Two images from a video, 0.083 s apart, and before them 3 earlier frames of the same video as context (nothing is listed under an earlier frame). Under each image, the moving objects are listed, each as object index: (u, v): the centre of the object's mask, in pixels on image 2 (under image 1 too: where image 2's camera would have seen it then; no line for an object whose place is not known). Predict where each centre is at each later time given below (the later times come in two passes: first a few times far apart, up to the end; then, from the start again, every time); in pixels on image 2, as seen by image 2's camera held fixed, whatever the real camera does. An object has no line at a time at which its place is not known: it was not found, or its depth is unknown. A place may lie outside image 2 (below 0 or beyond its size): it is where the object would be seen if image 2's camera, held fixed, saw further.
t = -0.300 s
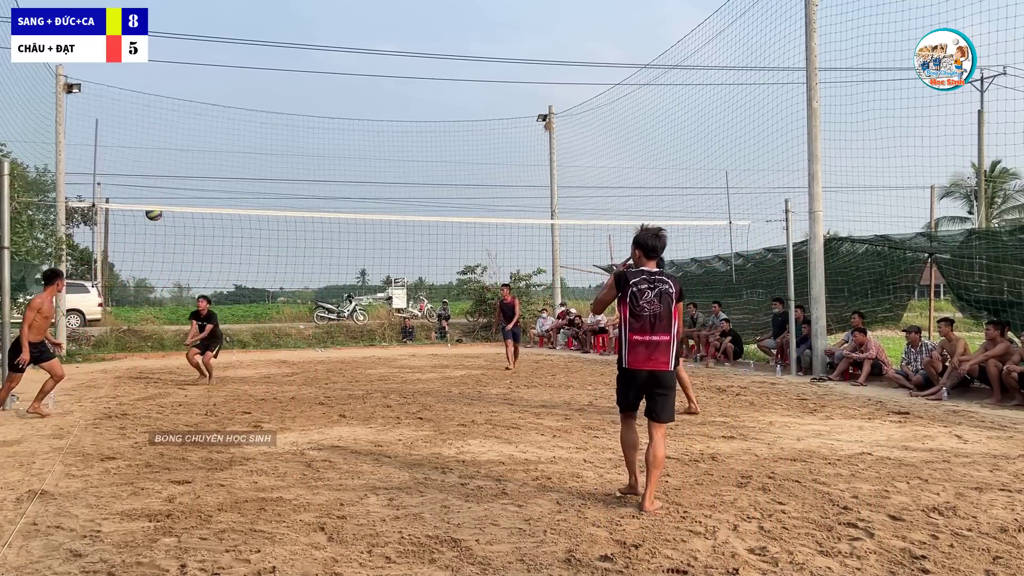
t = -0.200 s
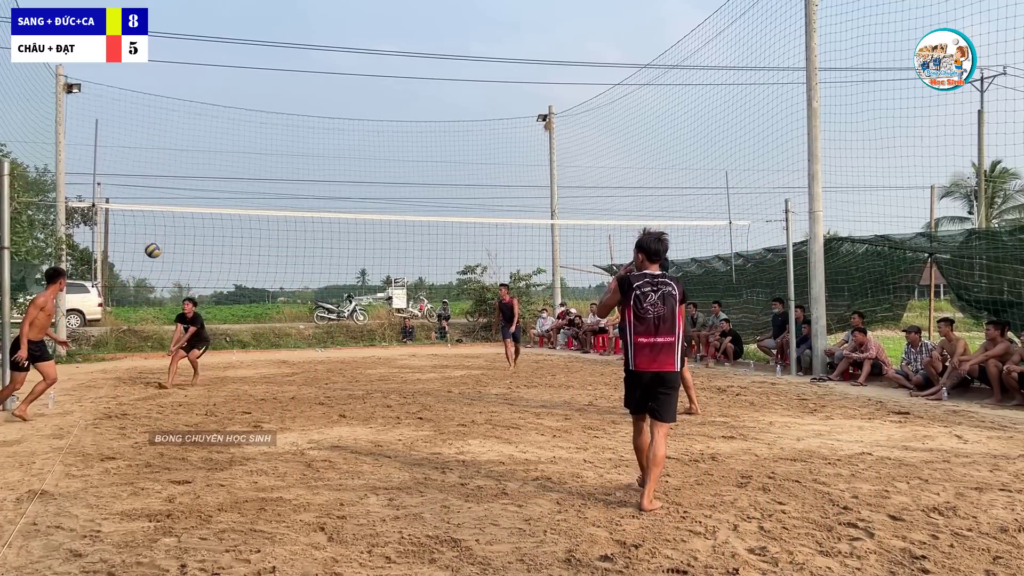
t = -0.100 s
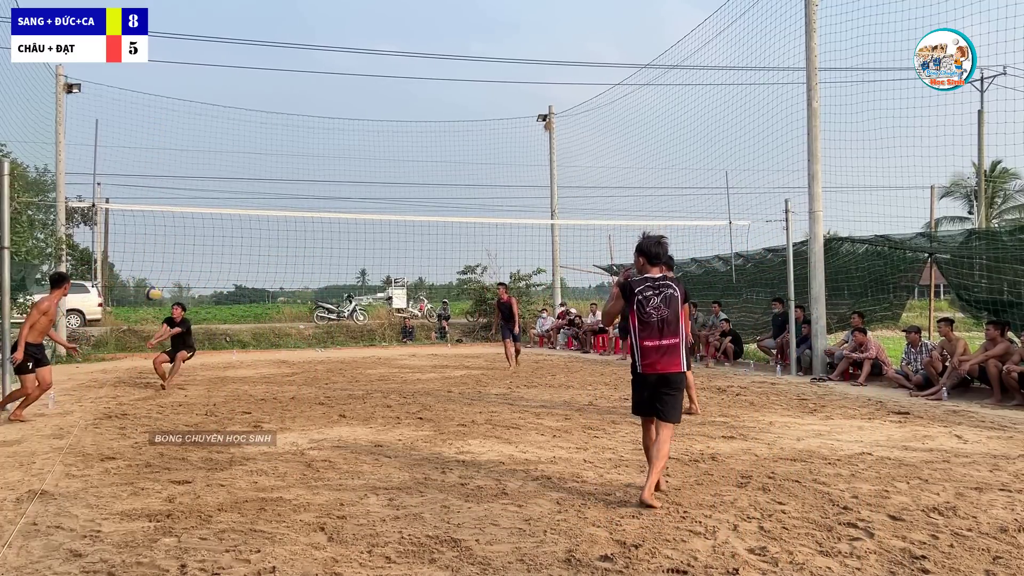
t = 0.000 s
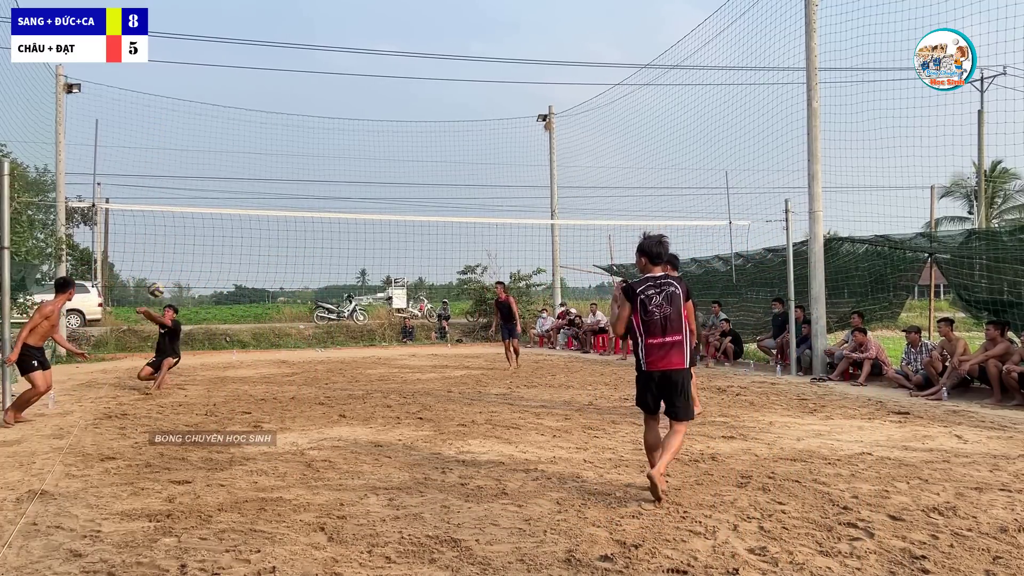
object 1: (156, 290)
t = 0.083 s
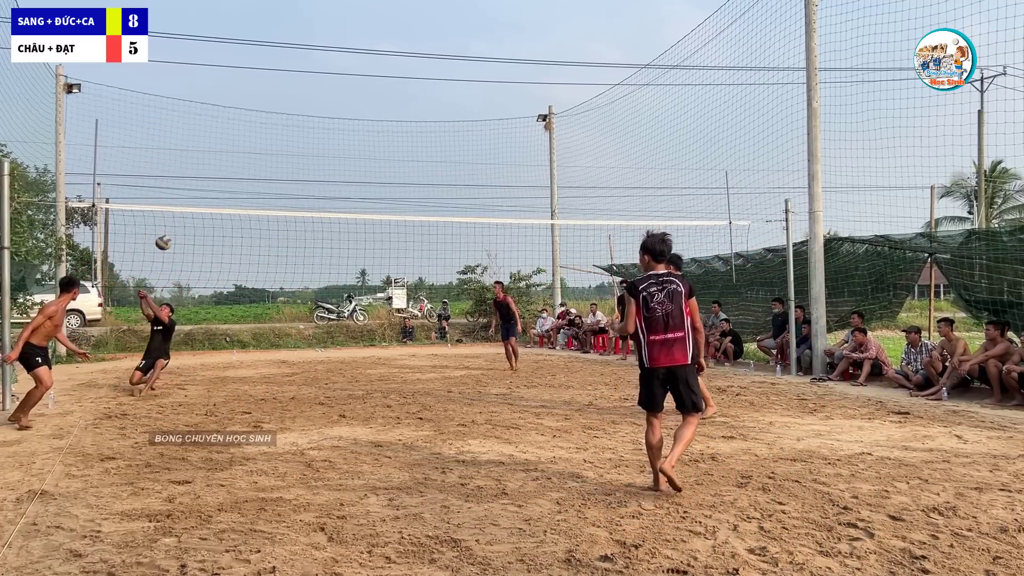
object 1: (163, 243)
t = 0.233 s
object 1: (177, 171)
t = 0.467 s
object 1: (197, 93)
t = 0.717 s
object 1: (218, 55)
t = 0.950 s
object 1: (237, 60)
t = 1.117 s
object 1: (250, 87)
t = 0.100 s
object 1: (165, 234)
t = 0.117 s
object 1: (166, 225)
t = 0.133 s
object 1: (168, 217)
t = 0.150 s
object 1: (169, 208)
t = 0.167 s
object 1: (171, 200)
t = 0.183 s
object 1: (172, 193)
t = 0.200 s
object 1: (174, 186)
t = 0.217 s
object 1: (175, 178)
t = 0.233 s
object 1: (177, 171)
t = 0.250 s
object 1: (178, 164)
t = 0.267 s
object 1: (180, 157)
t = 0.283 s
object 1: (181, 151)
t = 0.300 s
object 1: (182, 145)
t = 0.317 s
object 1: (184, 139)
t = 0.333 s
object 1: (185, 132)
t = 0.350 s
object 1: (187, 127)
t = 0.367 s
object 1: (188, 121)
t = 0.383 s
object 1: (189, 117)
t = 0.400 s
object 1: (191, 111)
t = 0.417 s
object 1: (192, 106)
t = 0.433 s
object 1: (194, 102)
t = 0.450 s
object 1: (196, 98)
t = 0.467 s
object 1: (197, 93)
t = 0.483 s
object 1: (198, 89)
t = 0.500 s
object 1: (200, 85)
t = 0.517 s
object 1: (201, 82)
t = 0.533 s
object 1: (202, 78)
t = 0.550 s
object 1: (204, 76)
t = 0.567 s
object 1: (205, 73)
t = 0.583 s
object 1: (206, 70)
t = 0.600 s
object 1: (207, 67)
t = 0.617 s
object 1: (209, 65)
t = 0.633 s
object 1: (211, 63)
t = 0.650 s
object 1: (212, 61)
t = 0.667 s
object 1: (213, 59)
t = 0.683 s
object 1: (215, 57)
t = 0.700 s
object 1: (216, 56)
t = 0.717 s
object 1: (218, 55)
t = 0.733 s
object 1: (219, 54)
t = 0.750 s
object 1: (220, 53)
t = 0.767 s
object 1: (221, 53)
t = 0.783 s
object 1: (223, 52)
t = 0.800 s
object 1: (224, 52)
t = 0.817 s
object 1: (226, 52)
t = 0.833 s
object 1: (227, 53)
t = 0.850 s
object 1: (228, 53)
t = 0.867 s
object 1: (230, 53)
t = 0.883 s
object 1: (231, 54)
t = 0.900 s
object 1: (233, 55)
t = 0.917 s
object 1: (234, 57)
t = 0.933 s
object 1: (235, 58)
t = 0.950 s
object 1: (237, 60)
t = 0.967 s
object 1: (238, 62)
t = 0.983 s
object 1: (239, 64)
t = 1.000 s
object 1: (241, 66)
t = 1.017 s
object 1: (242, 69)
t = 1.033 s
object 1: (243, 71)
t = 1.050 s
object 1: (245, 74)
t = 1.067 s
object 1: (246, 77)
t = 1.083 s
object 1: (248, 80)
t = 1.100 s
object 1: (249, 84)
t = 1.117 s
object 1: (250, 87)
